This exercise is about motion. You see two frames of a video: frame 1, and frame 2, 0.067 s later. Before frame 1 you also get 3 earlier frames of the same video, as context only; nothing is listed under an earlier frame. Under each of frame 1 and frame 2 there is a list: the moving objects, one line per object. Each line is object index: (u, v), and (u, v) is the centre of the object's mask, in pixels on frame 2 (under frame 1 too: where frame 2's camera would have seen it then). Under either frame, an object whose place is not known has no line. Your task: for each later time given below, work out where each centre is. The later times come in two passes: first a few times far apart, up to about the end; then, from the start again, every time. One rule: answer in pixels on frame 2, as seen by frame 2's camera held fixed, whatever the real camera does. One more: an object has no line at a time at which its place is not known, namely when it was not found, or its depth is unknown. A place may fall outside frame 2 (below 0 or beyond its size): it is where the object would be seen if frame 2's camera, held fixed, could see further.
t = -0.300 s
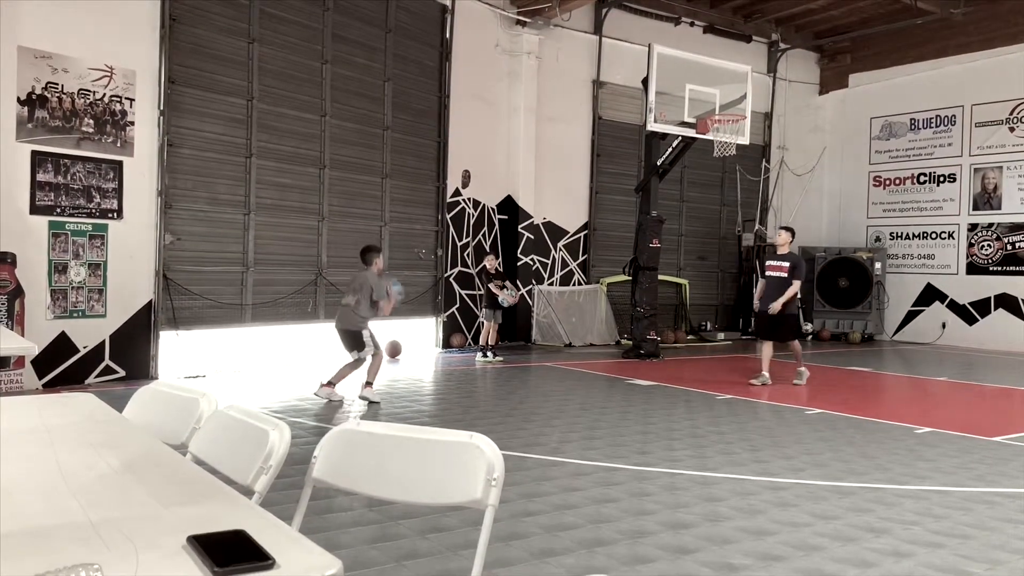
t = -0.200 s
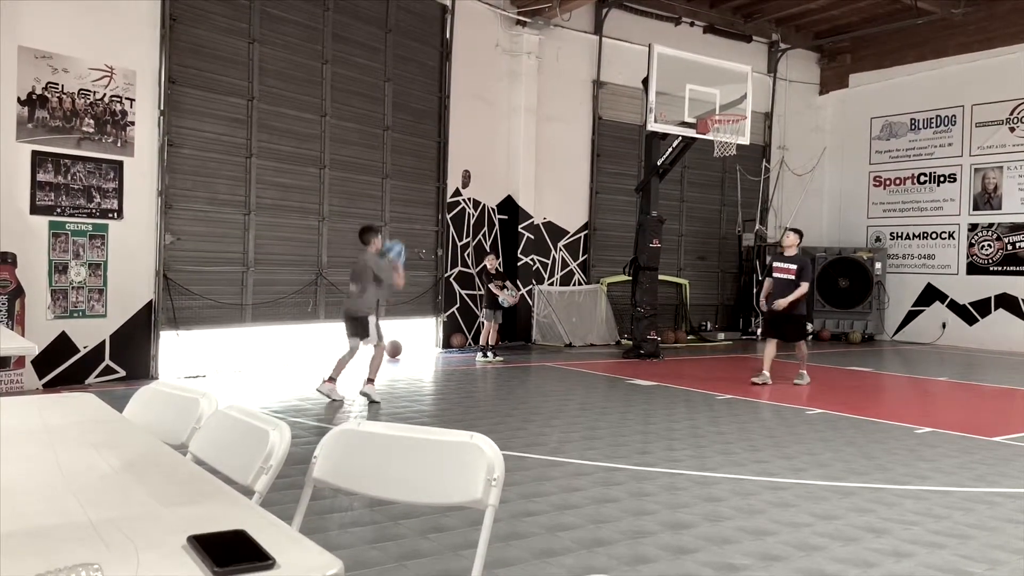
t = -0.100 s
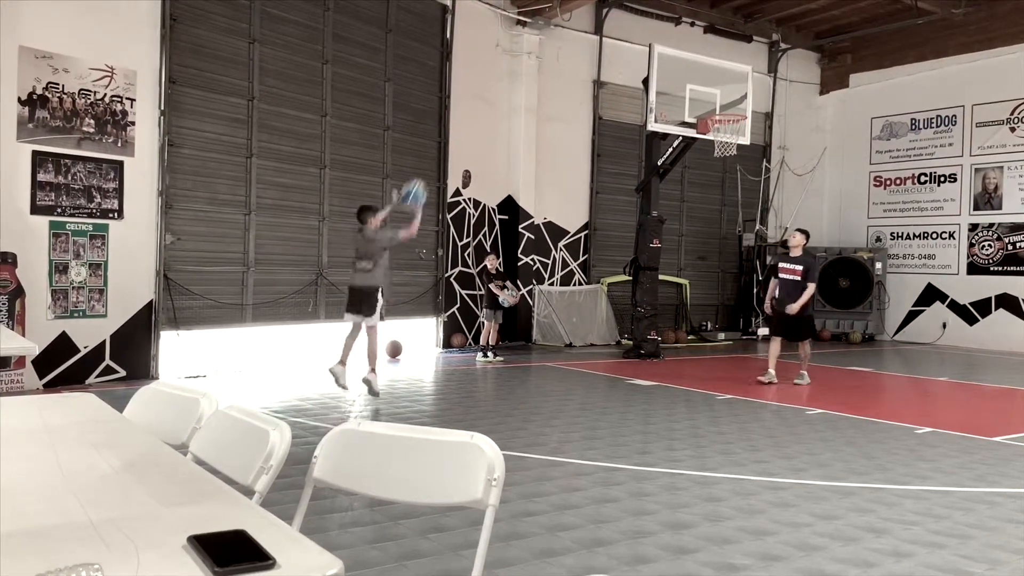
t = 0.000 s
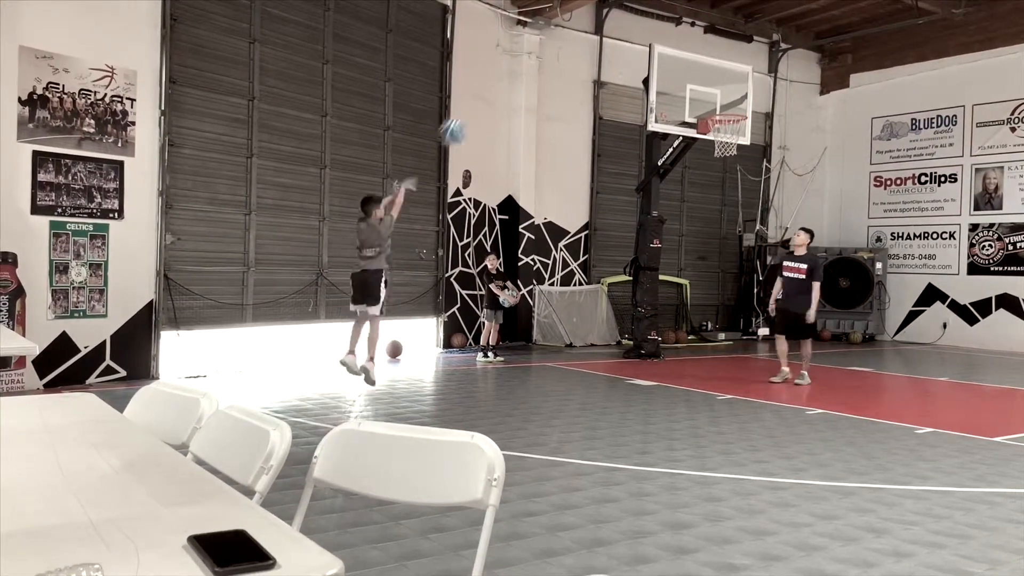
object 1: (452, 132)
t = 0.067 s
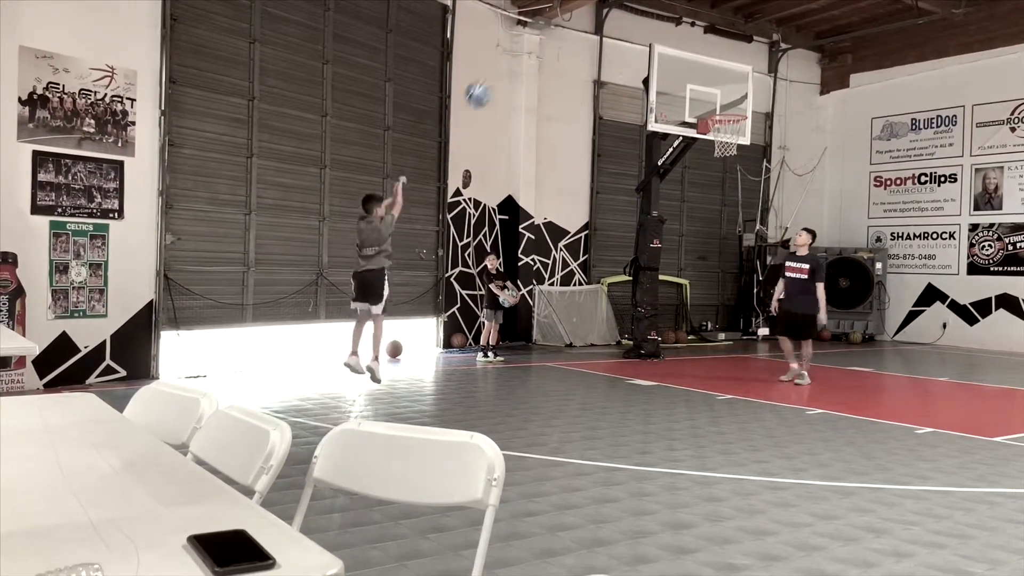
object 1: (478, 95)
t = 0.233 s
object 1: (537, 30)
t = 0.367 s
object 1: (578, 7)
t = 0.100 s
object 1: (490, 80)
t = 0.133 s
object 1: (502, 65)
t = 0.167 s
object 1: (514, 52)
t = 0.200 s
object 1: (525, 43)
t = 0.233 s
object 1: (537, 30)
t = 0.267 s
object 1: (548, 22)
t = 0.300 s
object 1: (558, 15)
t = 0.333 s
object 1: (569, 9)
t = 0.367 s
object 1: (578, 7)
